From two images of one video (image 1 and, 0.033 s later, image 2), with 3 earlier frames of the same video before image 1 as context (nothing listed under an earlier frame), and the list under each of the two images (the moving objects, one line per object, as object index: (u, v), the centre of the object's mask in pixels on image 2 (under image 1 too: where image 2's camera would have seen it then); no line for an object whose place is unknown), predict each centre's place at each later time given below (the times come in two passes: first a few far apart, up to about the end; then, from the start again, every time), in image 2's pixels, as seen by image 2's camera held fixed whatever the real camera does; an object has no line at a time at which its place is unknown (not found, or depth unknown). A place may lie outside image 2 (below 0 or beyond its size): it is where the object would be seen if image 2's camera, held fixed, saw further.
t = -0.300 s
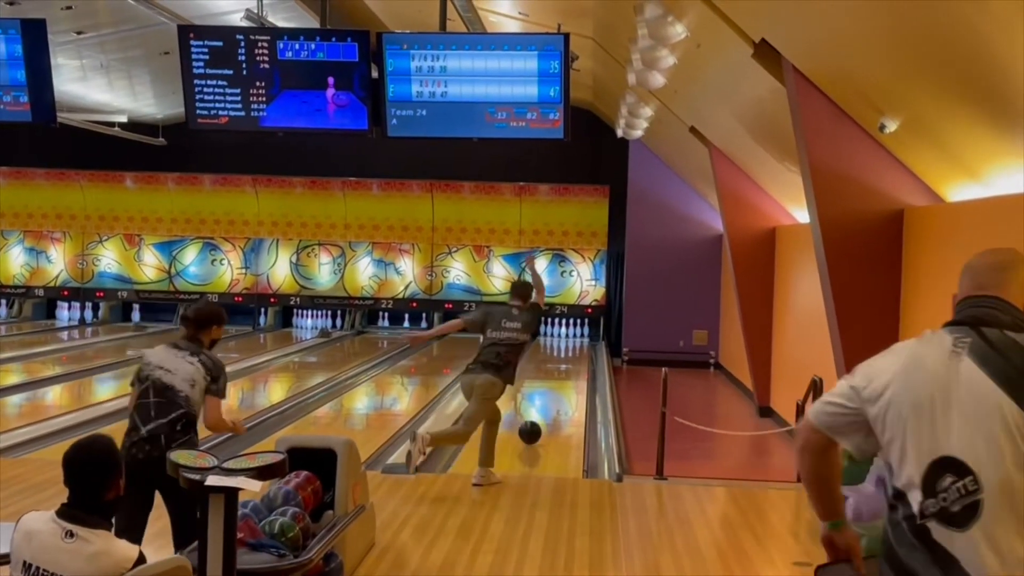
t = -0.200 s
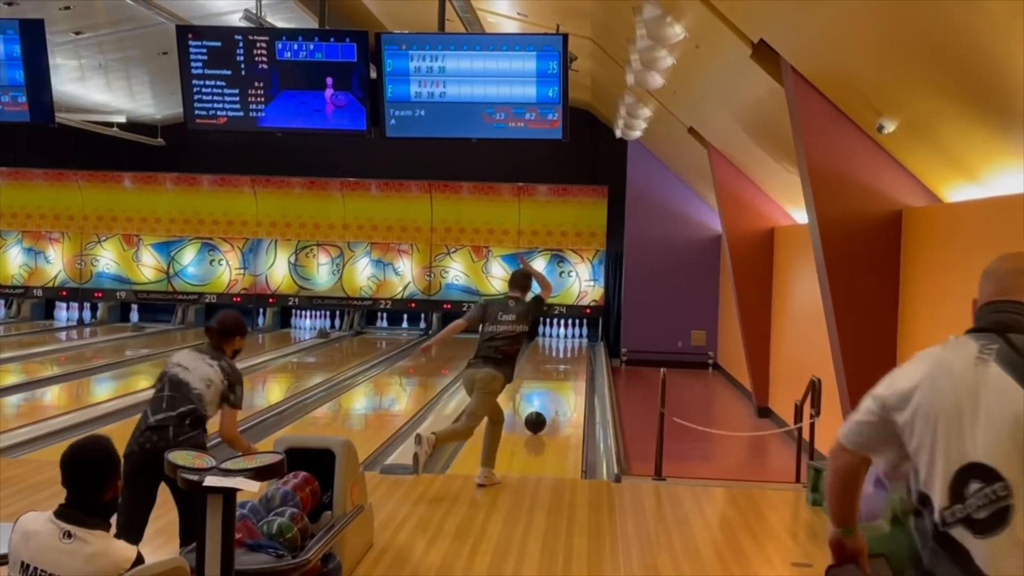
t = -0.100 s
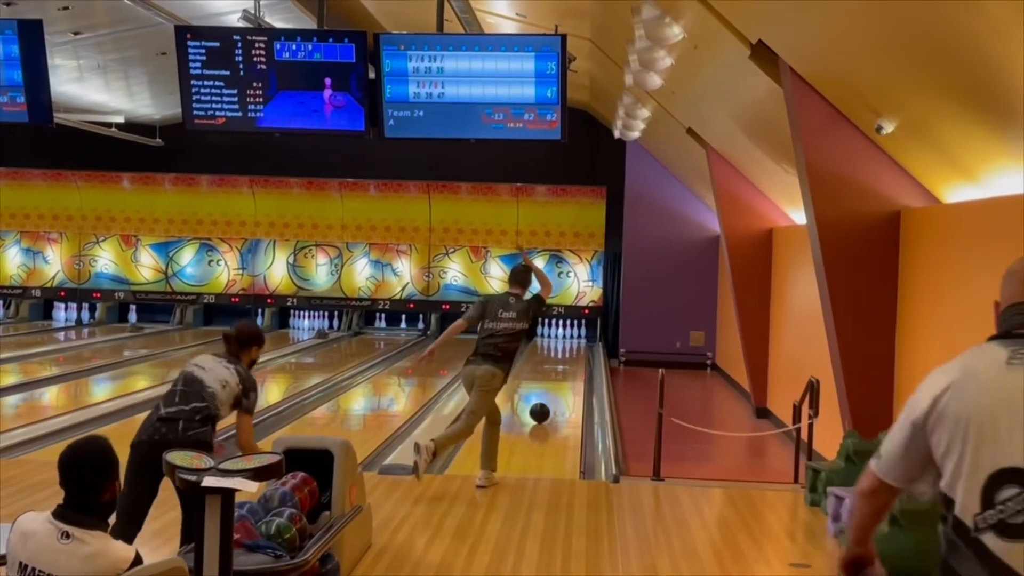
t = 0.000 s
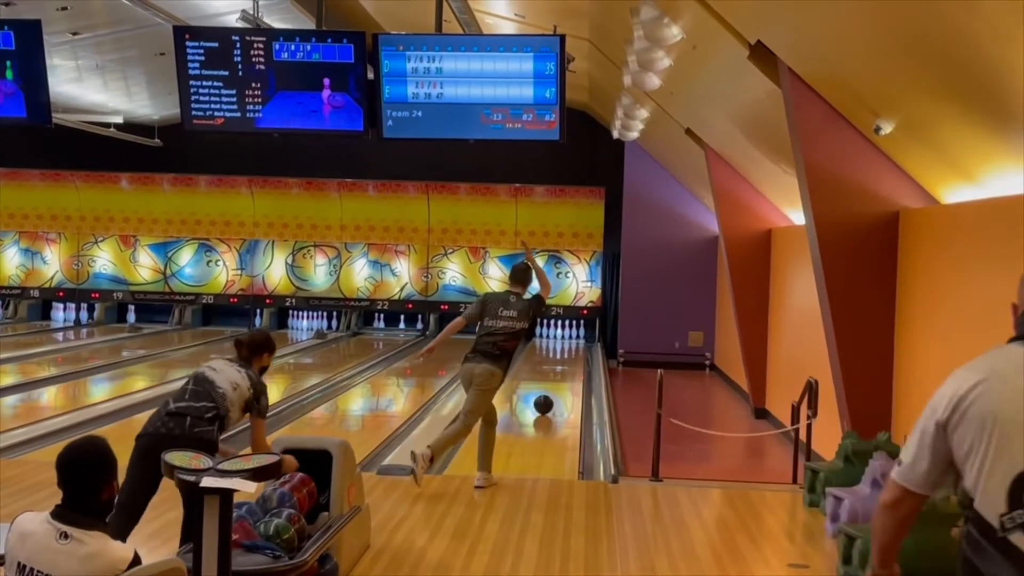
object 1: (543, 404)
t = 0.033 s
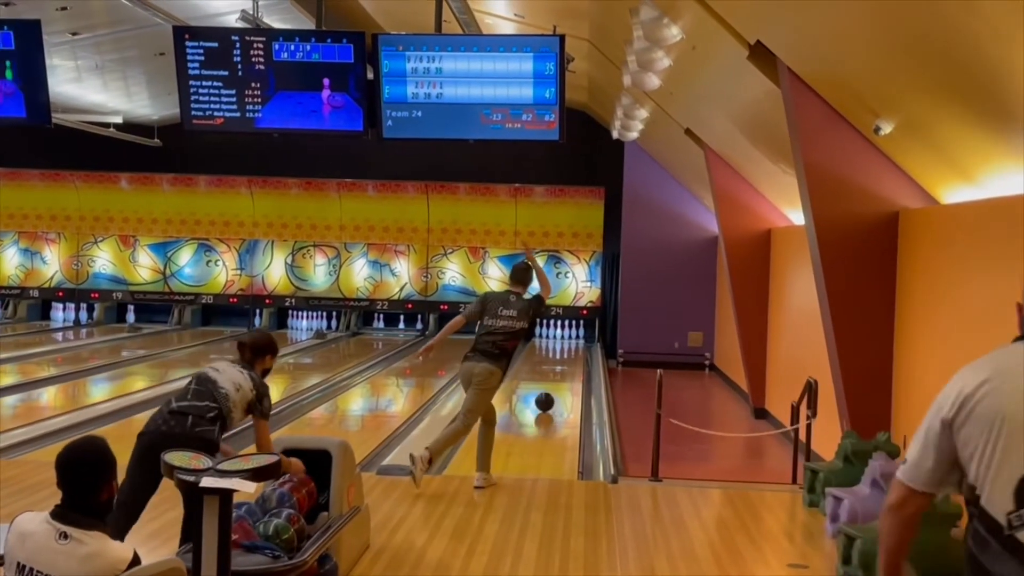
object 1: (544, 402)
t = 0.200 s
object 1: (551, 390)
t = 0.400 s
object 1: (558, 378)
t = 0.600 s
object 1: (563, 368)
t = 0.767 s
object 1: (566, 360)
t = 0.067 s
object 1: (546, 399)
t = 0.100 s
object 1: (547, 397)
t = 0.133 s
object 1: (548, 394)
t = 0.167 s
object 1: (550, 392)
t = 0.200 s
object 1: (551, 390)
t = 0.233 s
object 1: (552, 388)
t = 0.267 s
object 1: (554, 386)
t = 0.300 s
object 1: (555, 383)
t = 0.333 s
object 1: (556, 382)
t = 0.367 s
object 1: (557, 380)
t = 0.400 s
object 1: (558, 378)
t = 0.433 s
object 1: (559, 376)
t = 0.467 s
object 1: (560, 374)
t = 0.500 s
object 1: (561, 372)
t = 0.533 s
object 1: (561, 371)
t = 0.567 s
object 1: (562, 370)
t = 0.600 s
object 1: (563, 368)
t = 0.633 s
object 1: (564, 366)
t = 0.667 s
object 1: (564, 365)
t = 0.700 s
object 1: (565, 363)
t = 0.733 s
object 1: (566, 362)
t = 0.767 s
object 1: (566, 360)
